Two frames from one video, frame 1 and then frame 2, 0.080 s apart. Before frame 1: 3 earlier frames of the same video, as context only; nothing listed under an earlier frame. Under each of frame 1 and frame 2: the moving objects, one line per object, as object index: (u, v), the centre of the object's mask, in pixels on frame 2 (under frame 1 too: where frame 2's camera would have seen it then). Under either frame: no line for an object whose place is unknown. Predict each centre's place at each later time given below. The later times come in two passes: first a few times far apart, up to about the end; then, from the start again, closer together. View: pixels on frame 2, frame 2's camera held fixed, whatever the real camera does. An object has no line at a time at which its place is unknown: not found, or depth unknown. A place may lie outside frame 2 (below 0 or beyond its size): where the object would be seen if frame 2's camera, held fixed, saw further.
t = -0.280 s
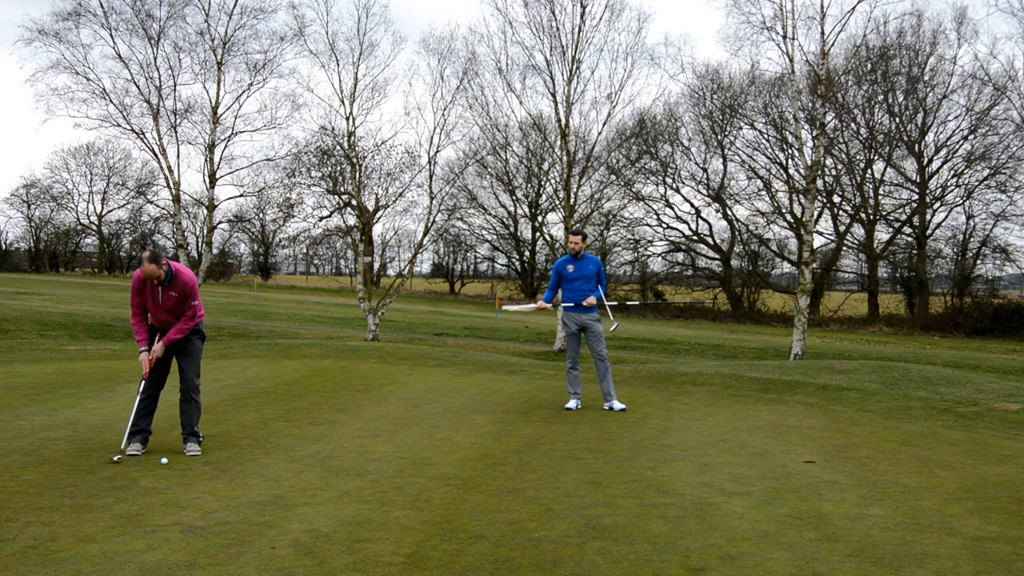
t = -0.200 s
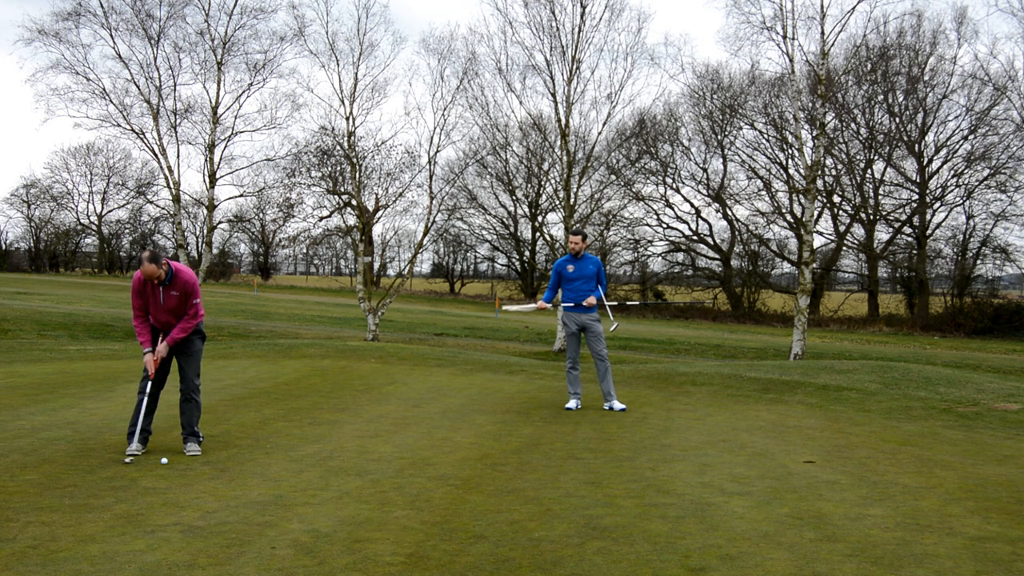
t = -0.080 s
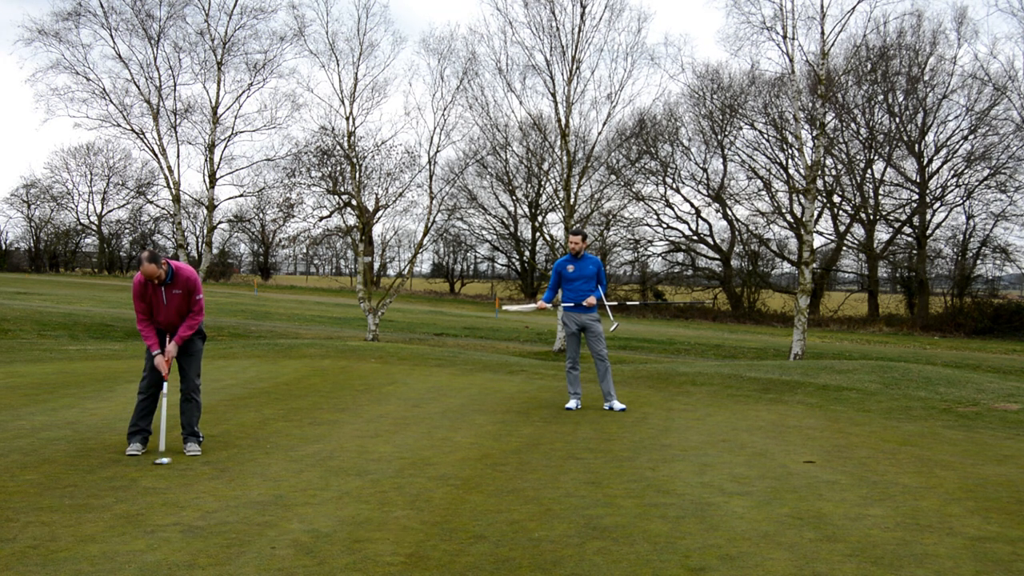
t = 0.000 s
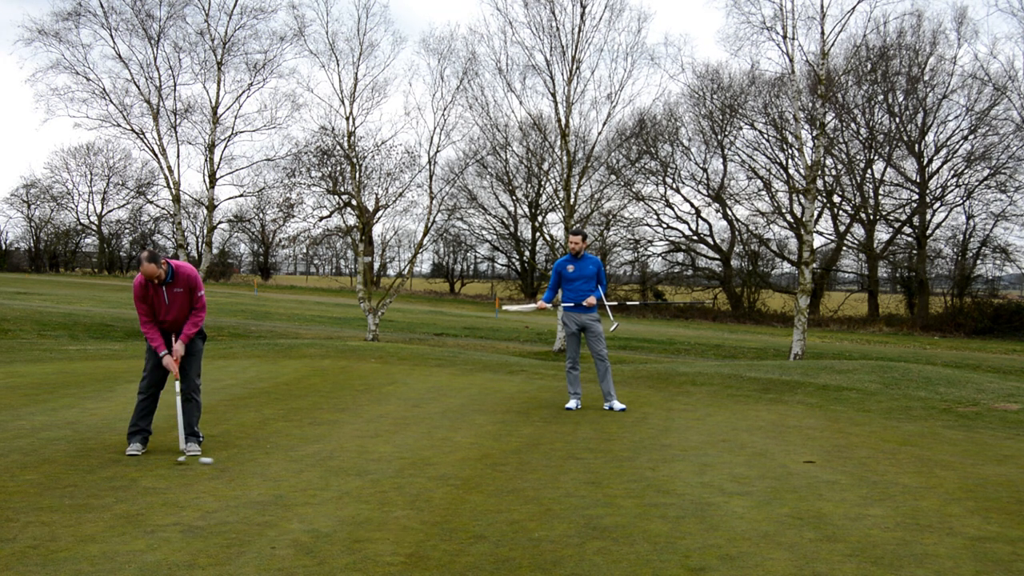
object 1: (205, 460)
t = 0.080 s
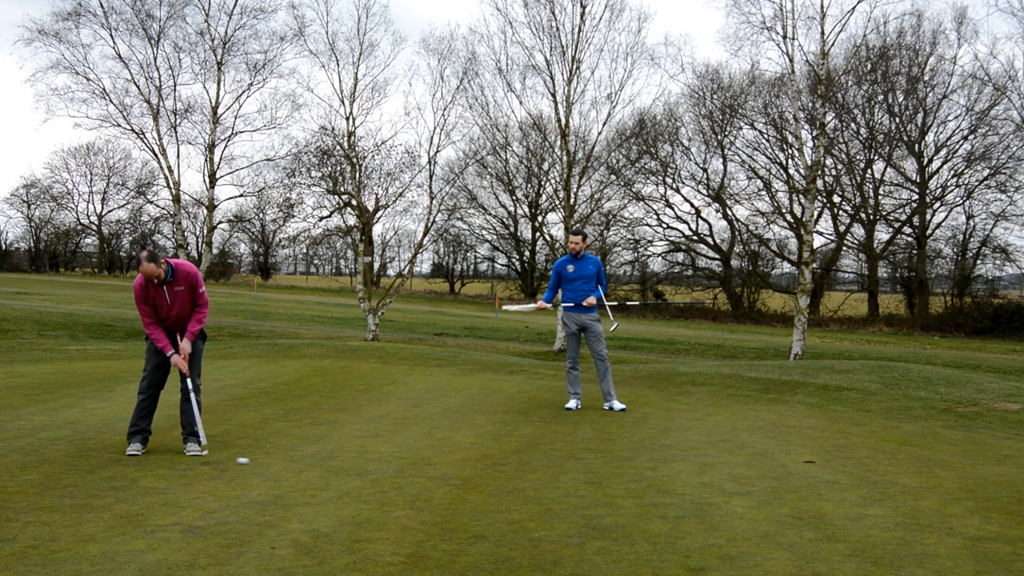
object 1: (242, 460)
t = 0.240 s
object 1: (300, 460)
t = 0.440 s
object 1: (364, 461)
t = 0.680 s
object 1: (433, 461)
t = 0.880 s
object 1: (486, 462)
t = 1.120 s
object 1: (543, 463)
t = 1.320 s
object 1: (585, 463)
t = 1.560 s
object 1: (629, 464)
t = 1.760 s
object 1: (661, 464)
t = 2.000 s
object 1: (692, 464)
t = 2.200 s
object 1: (713, 464)
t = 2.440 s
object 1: (730, 464)
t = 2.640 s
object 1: (740, 463)
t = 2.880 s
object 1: (746, 463)
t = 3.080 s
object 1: (748, 463)
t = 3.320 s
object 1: (748, 463)
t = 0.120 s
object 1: (258, 460)
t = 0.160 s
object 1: (273, 460)
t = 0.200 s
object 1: (287, 460)
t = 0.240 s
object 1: (300, 460)
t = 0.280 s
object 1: (313, 461)
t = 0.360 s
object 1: (339, 461)
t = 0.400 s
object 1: (352, 461)
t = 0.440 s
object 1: (364, 461)
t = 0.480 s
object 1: (376, 461)
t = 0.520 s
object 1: (388, 461)
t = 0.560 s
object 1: (400, 461)
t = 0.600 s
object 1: (411, 461)
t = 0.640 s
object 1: (423, 461)
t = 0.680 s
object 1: (433, 461)
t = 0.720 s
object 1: (444, 462)
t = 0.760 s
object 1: (455, 462)
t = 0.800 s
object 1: (466, 462)
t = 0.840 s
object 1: (476, 462)
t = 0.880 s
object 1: (486, 462)
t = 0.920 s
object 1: (496, 462)
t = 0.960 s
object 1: (506, 462)
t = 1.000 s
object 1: (515, 462)
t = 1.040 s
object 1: (524, 462)
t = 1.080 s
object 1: (534, 462)
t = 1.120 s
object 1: (543, 463)
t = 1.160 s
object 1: (552, 462)
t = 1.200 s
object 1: (561, 463)
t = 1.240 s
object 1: (568, 463)
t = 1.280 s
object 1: (577, 463)
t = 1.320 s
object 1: (585, 463)
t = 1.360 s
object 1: (592, 463)
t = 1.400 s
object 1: (600, 464)
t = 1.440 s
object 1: (607, 464)
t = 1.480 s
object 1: (615, 464)
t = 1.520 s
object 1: (622, 464)
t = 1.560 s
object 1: (629, 464)
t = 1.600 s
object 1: (635, 464)
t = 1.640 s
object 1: (642, 464)
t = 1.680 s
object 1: (649, 464)
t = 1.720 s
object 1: (654, 464)
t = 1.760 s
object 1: (661, 464)
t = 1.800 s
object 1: (666, 464)
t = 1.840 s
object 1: (672, 464)
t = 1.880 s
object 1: (677, 464)
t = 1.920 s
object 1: (682, 464)
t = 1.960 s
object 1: (687, 464)
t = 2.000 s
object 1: (692, 464)
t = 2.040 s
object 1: (697, 464)
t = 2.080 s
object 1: (701, 464)
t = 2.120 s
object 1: (705, 464)
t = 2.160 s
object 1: (709, 464)
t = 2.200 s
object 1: (713, 464)
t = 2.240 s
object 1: (716, 464)
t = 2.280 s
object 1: (719, 464)
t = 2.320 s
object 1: (722, 464)
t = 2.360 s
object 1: (725, 464)
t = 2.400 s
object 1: (728, 464)
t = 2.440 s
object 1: (730, 464)
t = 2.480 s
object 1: (732, 464)
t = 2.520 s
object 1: (735, 464)
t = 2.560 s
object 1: (736, 464)
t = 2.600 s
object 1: (739, 463)
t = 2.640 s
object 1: (740, 463)
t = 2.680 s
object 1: (741, 463)
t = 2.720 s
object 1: (742, 463)
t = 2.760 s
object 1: (743, 463)
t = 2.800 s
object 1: (744, 463)
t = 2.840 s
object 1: (745, 463)
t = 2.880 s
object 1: (746, 463)
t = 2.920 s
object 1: (746, 463)
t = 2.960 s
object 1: (747, 463)
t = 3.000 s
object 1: (747, 463)
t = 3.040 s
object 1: (748, 463)
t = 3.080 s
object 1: (748, 463)
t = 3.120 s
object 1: (749, 462)
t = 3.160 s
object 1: (748, 463)
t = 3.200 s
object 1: (748, 463)
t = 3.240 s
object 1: (748, 463)
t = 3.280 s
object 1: (748, 463)
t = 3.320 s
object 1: (748, 463)
